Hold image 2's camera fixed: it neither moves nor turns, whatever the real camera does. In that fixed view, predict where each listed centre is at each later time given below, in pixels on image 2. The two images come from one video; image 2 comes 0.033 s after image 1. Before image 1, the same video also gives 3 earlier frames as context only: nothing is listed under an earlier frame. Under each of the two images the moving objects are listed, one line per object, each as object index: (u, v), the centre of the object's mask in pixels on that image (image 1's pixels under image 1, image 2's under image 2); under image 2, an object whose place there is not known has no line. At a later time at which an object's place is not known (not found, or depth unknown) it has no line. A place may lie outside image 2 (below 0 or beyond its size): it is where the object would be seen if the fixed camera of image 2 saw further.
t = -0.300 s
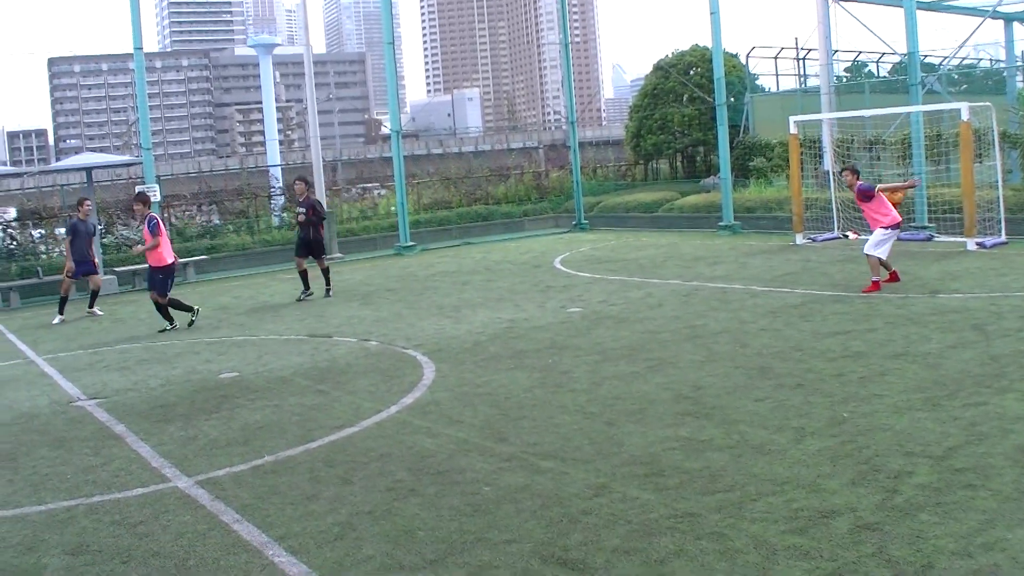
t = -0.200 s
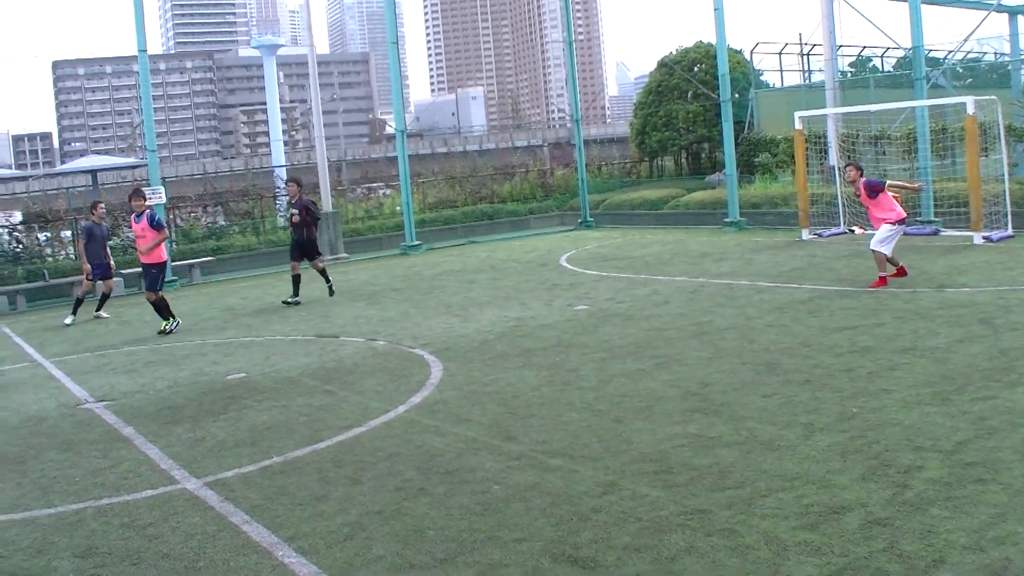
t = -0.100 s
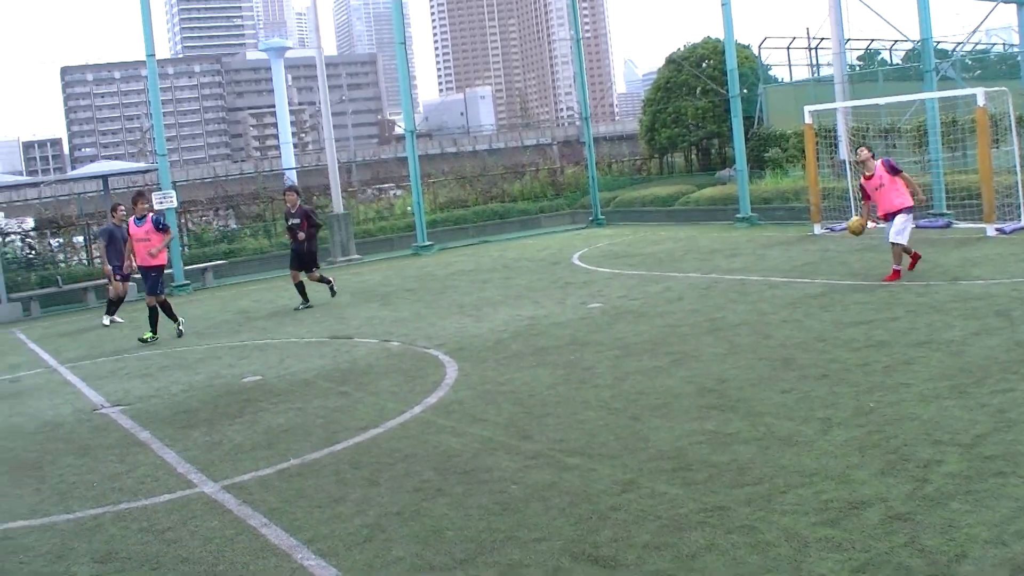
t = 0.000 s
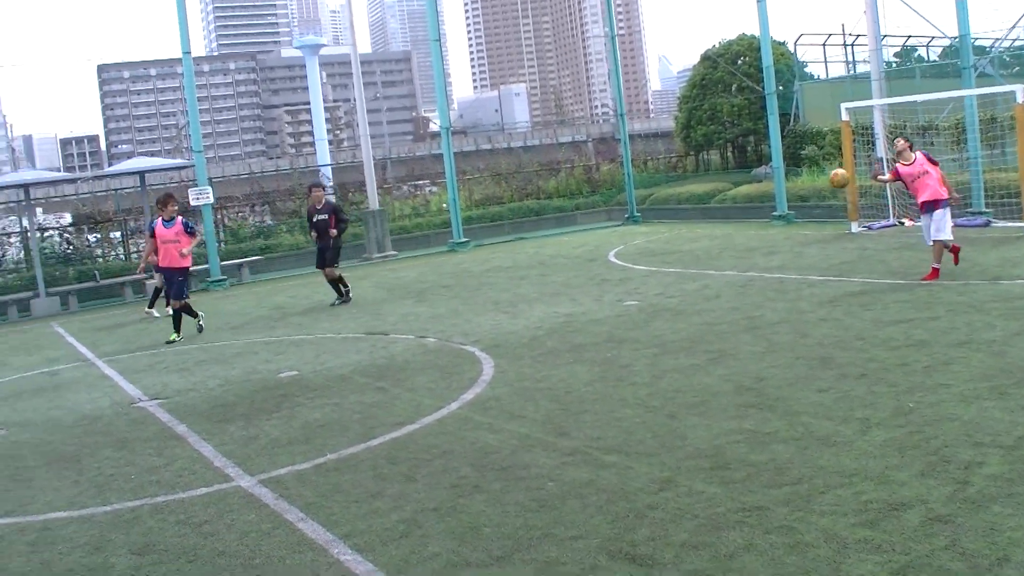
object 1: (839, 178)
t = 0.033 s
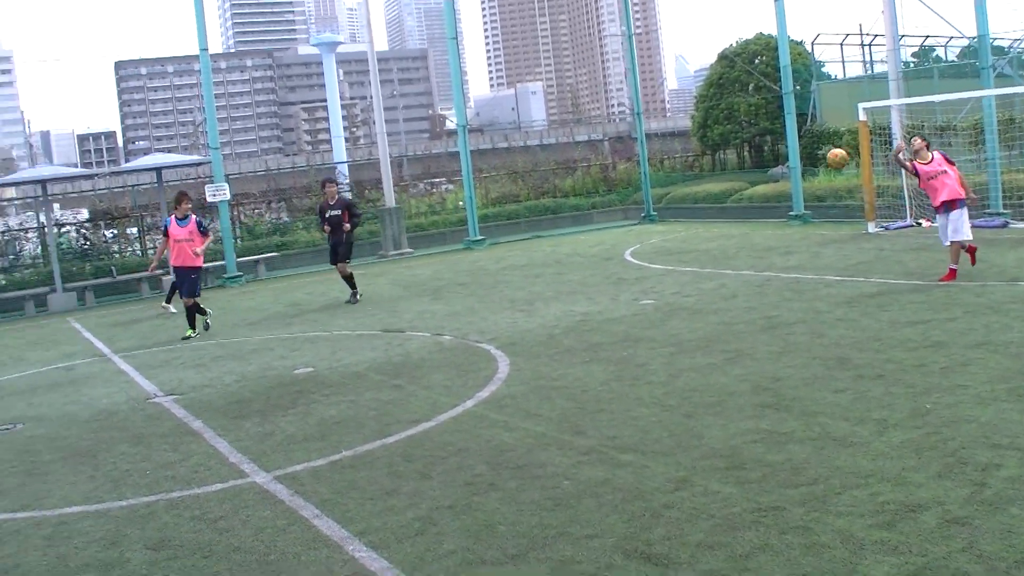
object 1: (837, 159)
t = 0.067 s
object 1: (818, 138)
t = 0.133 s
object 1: (777, 98)
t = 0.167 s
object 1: (754, 80)
